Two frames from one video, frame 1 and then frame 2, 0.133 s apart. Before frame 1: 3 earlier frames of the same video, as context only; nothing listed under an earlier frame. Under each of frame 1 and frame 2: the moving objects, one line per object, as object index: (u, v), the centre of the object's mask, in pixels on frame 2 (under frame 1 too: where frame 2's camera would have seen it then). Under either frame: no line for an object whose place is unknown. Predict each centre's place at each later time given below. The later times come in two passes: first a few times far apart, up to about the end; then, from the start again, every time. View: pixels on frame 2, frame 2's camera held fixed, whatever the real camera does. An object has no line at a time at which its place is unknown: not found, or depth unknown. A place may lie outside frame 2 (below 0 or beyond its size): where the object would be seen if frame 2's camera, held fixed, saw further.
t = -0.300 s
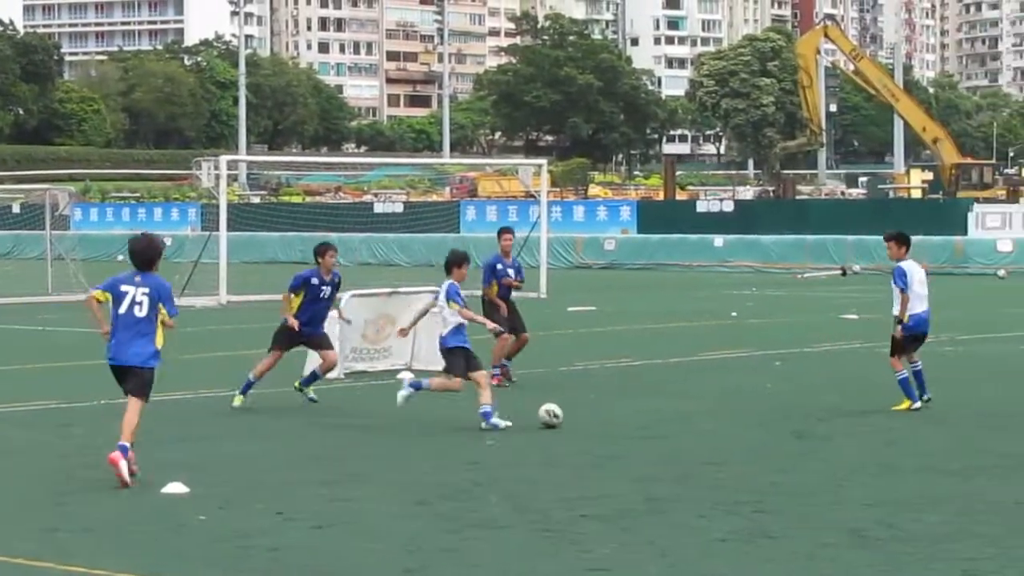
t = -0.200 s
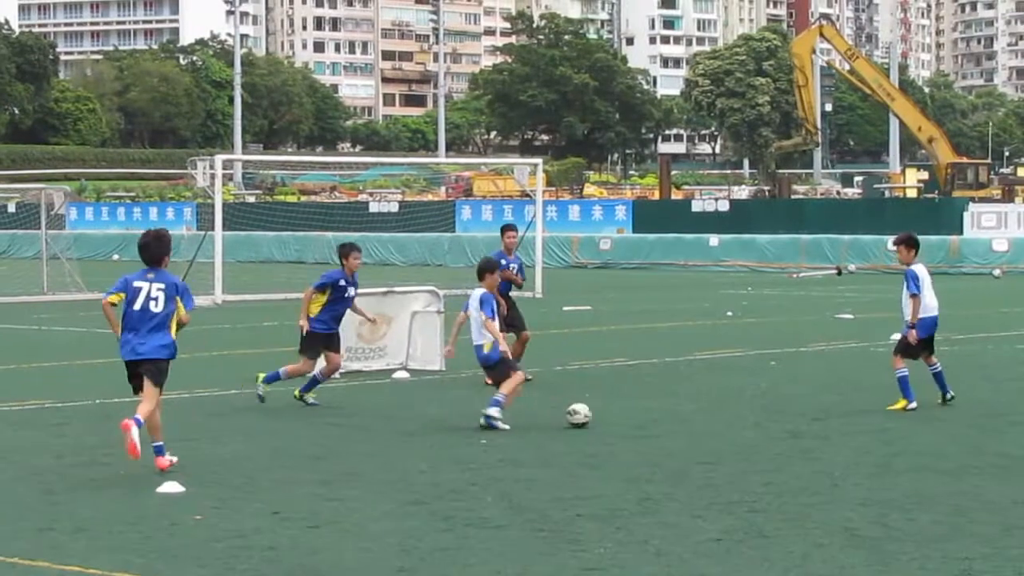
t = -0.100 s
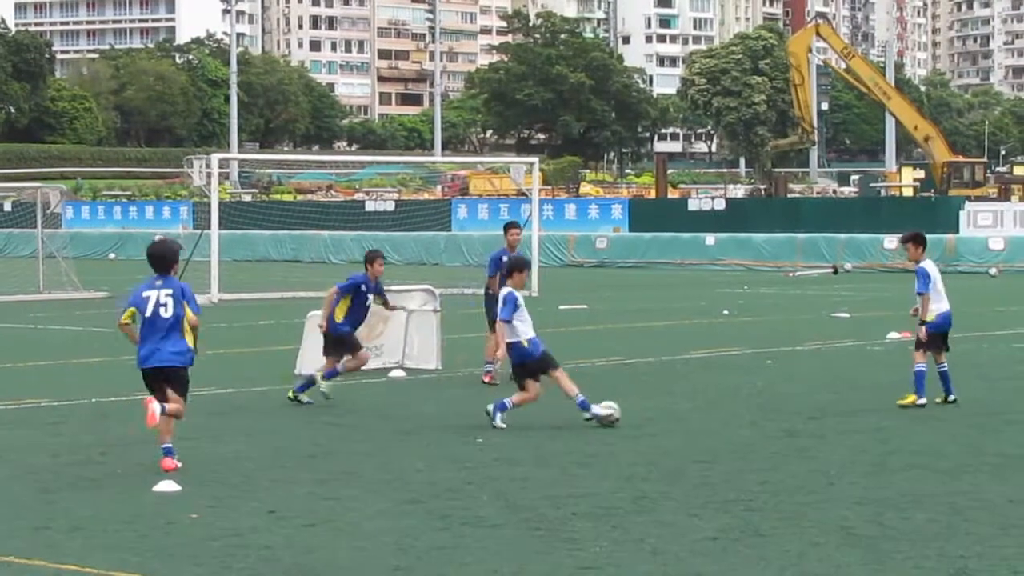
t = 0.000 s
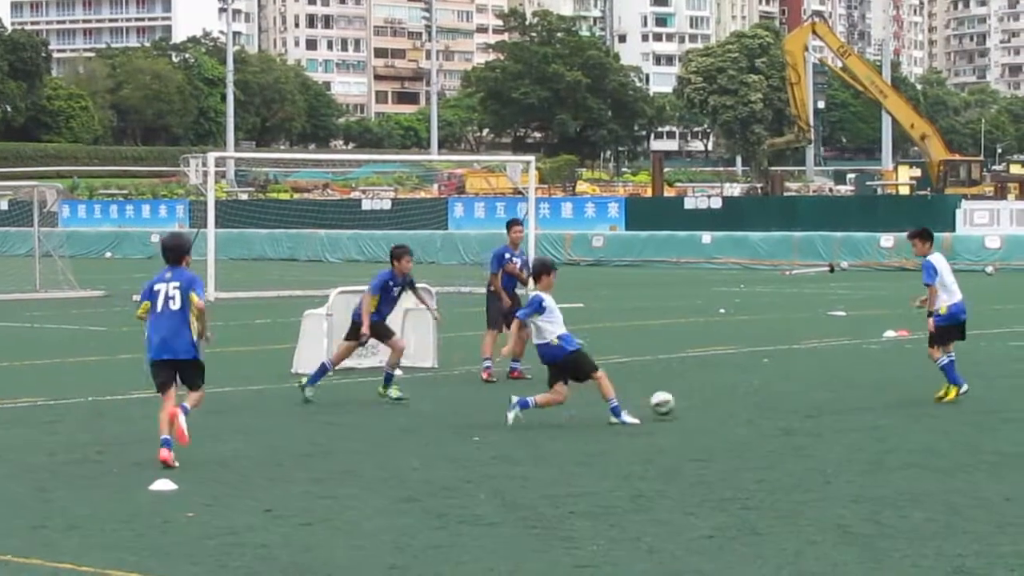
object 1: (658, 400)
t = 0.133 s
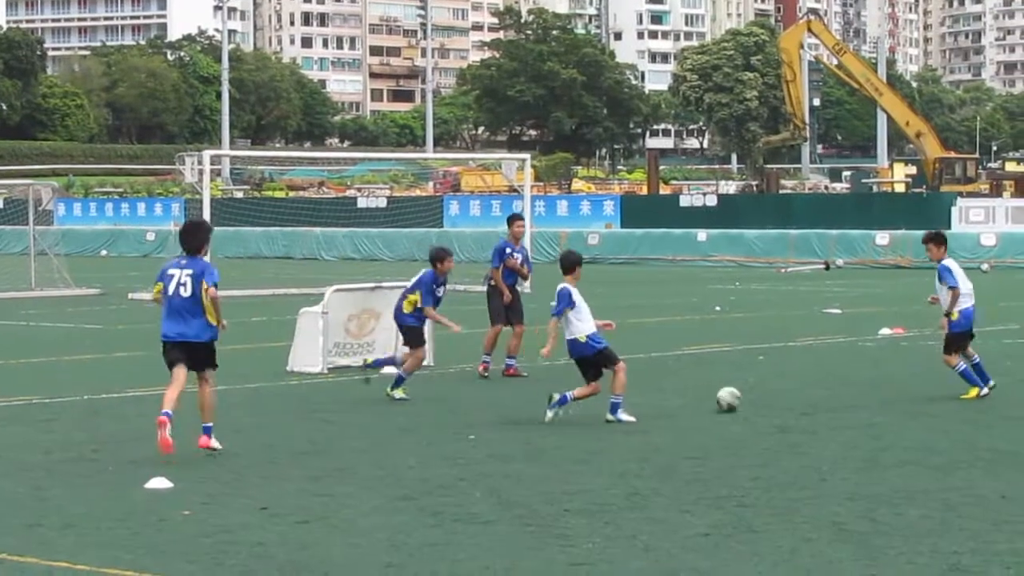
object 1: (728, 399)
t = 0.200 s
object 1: (757, 393)
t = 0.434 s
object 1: (852, 387)
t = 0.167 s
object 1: (743, 395)
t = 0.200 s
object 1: (757, 393)
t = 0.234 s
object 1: (772, 393)
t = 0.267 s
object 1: (787, 394)
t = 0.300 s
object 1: (800, 393)
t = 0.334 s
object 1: (814, 389)
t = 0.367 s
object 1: (827, 387)
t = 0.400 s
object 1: (840, 387)
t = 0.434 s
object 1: (852, 387)
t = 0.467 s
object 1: (866, 388)
